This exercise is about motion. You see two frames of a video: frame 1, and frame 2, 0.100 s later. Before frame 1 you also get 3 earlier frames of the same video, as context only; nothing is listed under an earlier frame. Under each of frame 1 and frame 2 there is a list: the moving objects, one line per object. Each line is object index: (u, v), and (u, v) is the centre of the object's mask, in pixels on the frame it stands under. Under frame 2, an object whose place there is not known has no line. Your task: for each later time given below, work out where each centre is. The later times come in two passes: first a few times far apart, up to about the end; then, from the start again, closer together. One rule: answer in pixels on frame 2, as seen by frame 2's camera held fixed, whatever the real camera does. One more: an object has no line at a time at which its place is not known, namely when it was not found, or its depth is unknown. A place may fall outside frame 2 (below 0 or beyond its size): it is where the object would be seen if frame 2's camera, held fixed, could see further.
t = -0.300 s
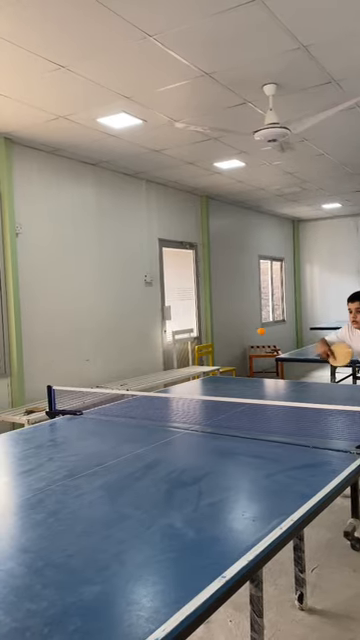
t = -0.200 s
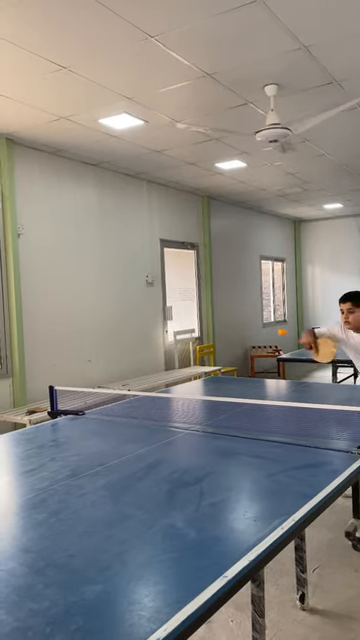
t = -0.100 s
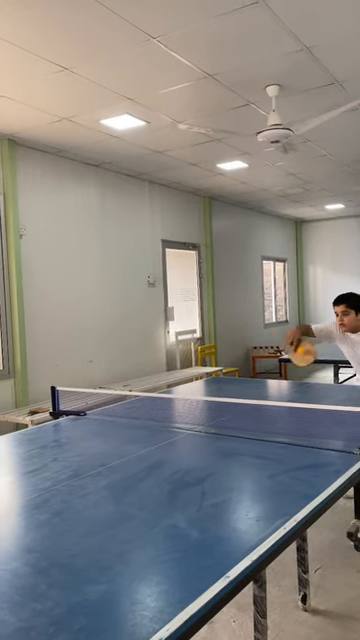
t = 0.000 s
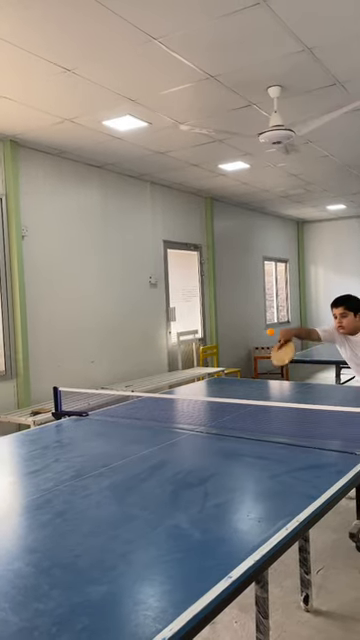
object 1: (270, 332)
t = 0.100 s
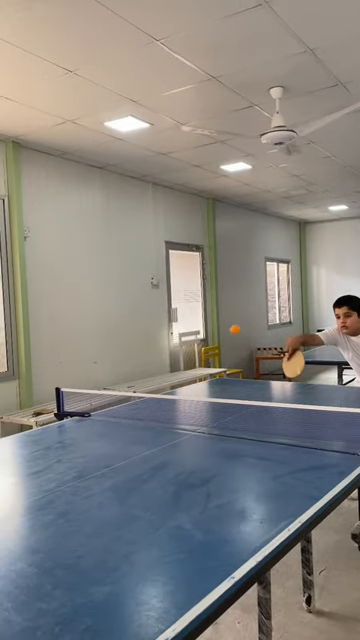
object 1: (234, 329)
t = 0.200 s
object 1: (192, 349)
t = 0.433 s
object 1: (35, 508)
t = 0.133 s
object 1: (221, 332)
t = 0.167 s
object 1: (207, 339)
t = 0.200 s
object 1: (192, 349)
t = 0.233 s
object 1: (174, 362)
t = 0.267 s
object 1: (155, 379)
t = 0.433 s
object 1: (35, 508)
